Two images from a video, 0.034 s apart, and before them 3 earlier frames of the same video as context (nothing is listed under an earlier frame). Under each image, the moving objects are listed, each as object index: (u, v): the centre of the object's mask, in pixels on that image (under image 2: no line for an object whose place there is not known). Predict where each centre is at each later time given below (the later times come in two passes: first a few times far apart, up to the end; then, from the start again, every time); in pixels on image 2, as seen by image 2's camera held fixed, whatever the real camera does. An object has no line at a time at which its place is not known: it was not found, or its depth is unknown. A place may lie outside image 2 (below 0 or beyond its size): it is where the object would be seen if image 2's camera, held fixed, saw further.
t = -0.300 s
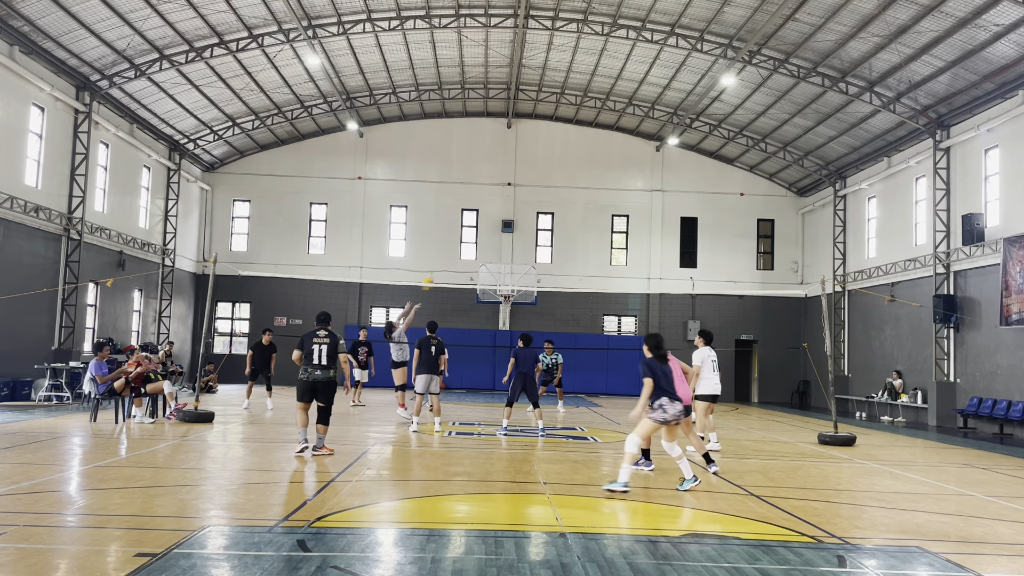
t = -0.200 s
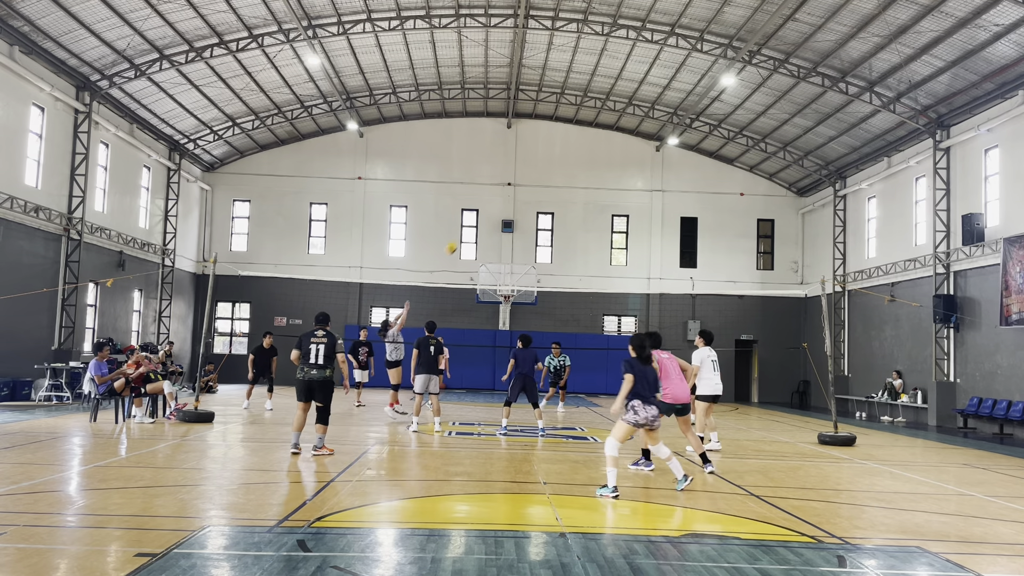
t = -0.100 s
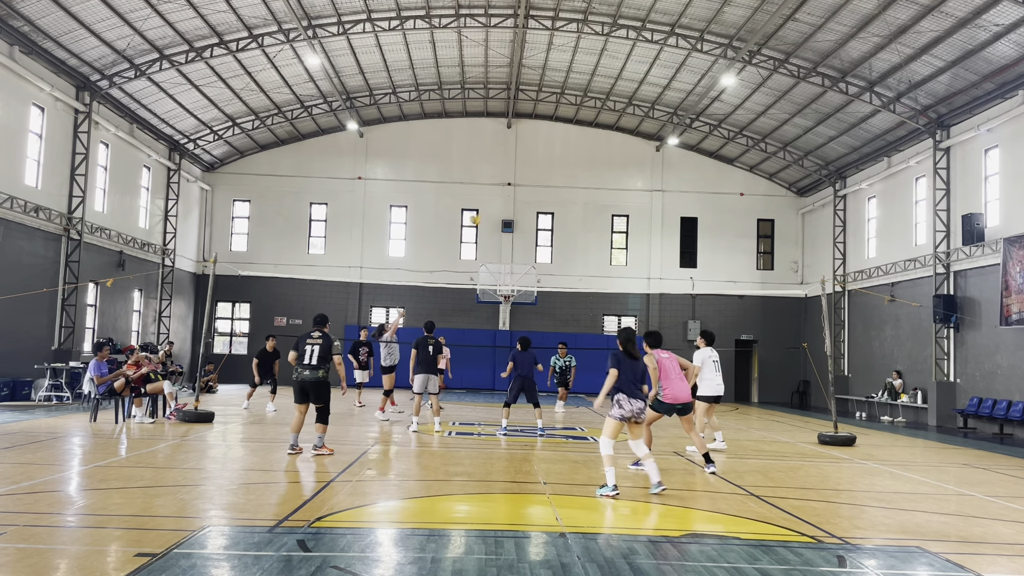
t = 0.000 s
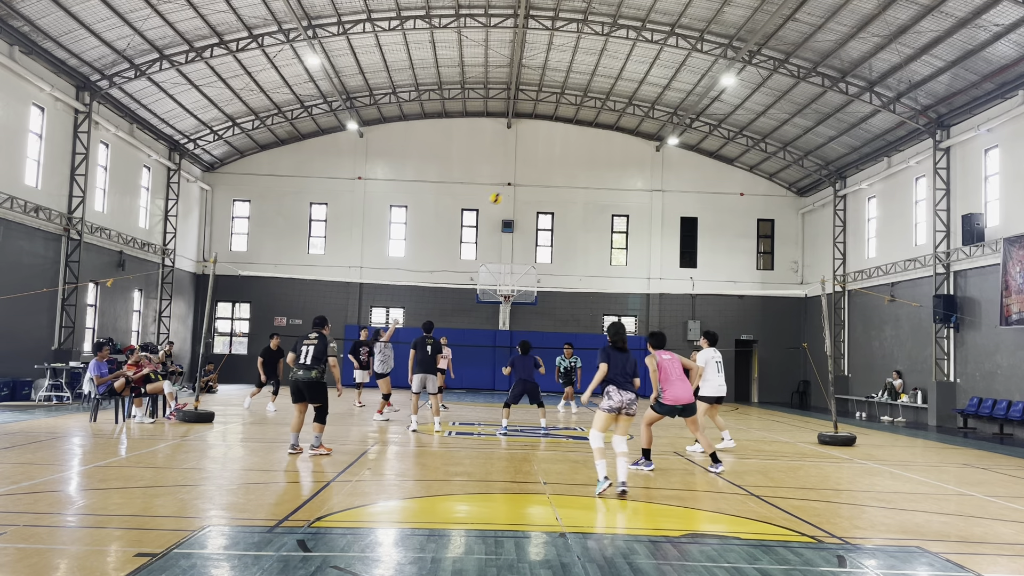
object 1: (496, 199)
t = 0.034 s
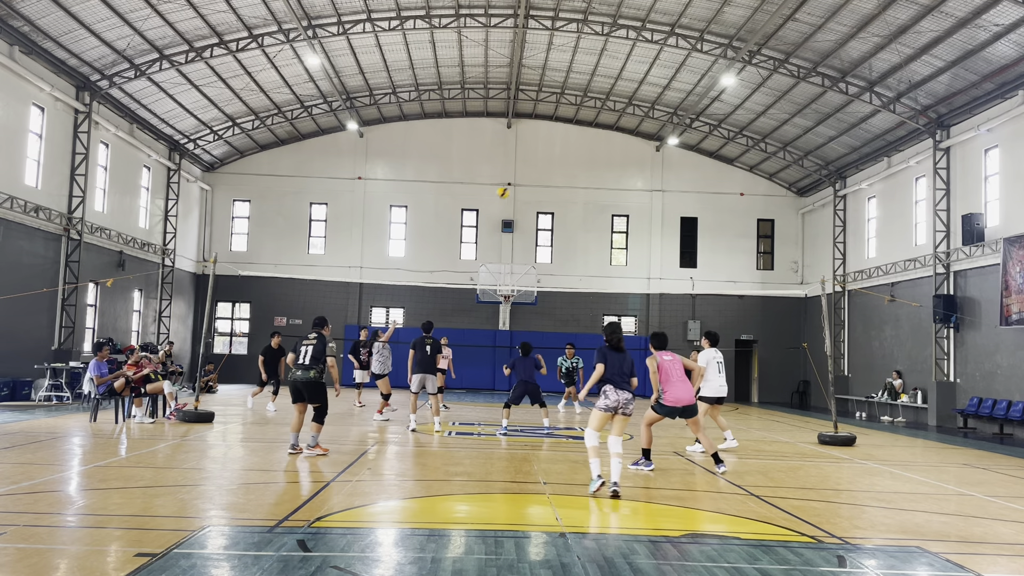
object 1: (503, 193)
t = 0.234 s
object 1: (544, 170)
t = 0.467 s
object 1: (588, 173)
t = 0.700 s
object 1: (630, 204)
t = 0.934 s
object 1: (668, 263)
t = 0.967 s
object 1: (673, 273)
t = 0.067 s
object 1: (510, 187)
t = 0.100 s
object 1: (517, 183)
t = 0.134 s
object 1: (524, 179)
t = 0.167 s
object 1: (530, 176)
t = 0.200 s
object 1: (537, 173)
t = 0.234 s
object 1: (544, 170)
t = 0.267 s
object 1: (550, 169)
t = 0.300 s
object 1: (557, 168)
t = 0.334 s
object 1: (563, 168)
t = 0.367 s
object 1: (569, 168)
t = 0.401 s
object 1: (575, 169)
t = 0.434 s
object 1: (582, 171)
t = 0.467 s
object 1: (588, 173)
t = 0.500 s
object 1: (594, 176)
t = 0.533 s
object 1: (600, 179)
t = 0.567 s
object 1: (606, 183)
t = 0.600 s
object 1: (612, 187)
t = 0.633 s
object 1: (618, 192)
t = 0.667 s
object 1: (624, 198)
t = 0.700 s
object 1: (630, 204)
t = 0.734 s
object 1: (635, 211)
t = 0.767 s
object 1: (641, 218)
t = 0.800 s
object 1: (647, 226)
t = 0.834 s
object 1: (652, 234)
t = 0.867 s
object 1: (657, 243)
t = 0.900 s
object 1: (663, 253)
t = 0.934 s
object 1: (668, 263)
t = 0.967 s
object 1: (673, 273)
